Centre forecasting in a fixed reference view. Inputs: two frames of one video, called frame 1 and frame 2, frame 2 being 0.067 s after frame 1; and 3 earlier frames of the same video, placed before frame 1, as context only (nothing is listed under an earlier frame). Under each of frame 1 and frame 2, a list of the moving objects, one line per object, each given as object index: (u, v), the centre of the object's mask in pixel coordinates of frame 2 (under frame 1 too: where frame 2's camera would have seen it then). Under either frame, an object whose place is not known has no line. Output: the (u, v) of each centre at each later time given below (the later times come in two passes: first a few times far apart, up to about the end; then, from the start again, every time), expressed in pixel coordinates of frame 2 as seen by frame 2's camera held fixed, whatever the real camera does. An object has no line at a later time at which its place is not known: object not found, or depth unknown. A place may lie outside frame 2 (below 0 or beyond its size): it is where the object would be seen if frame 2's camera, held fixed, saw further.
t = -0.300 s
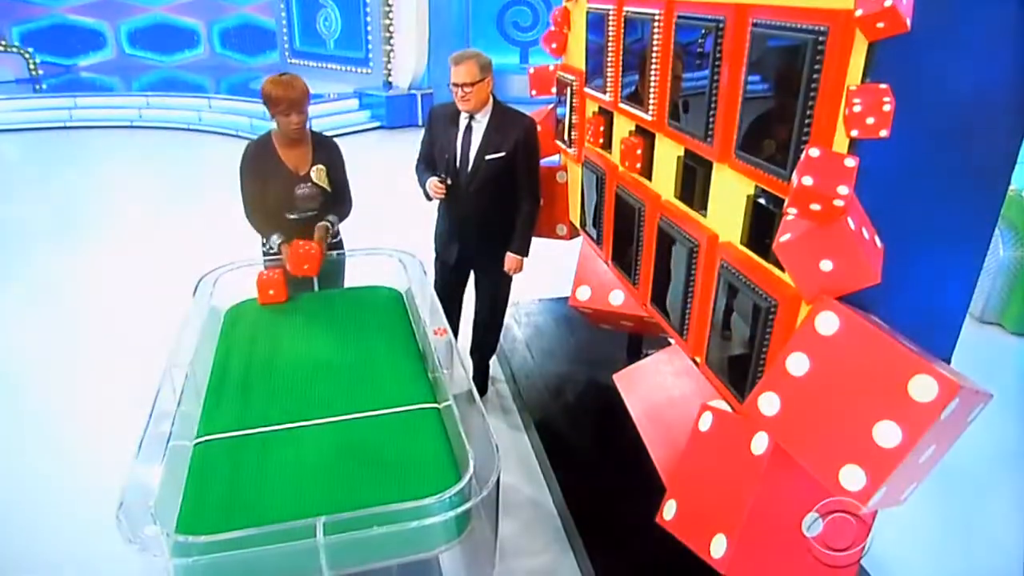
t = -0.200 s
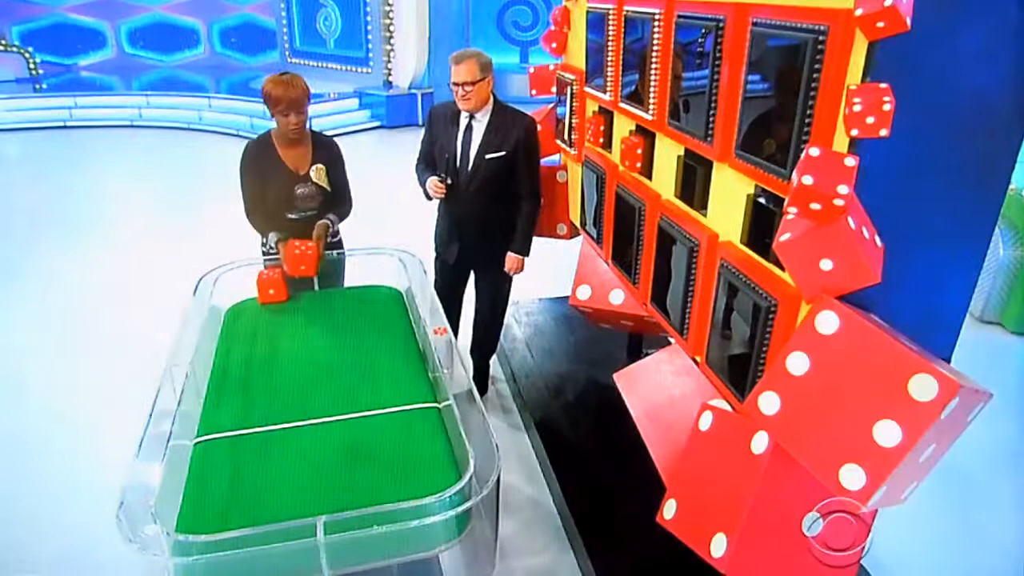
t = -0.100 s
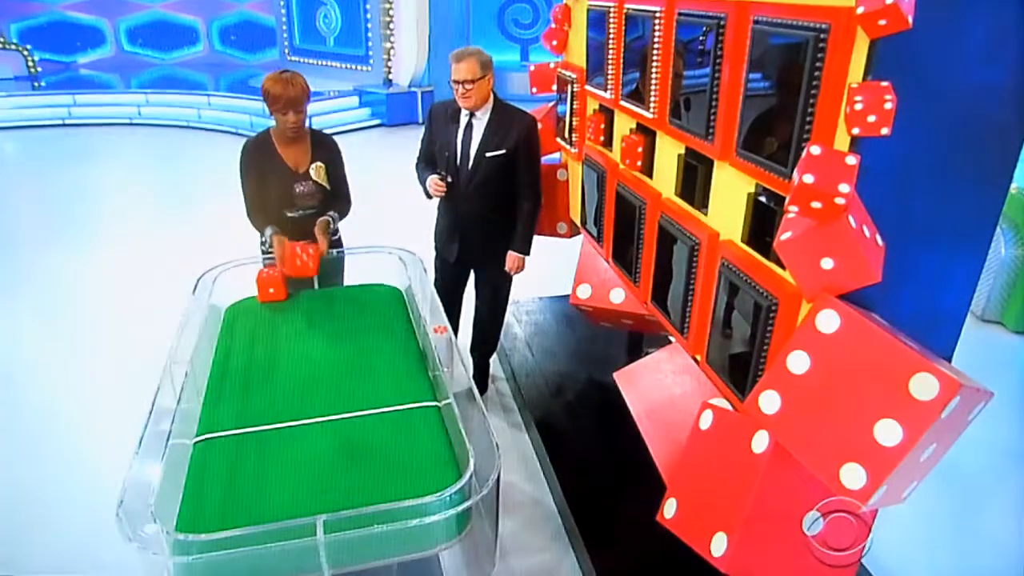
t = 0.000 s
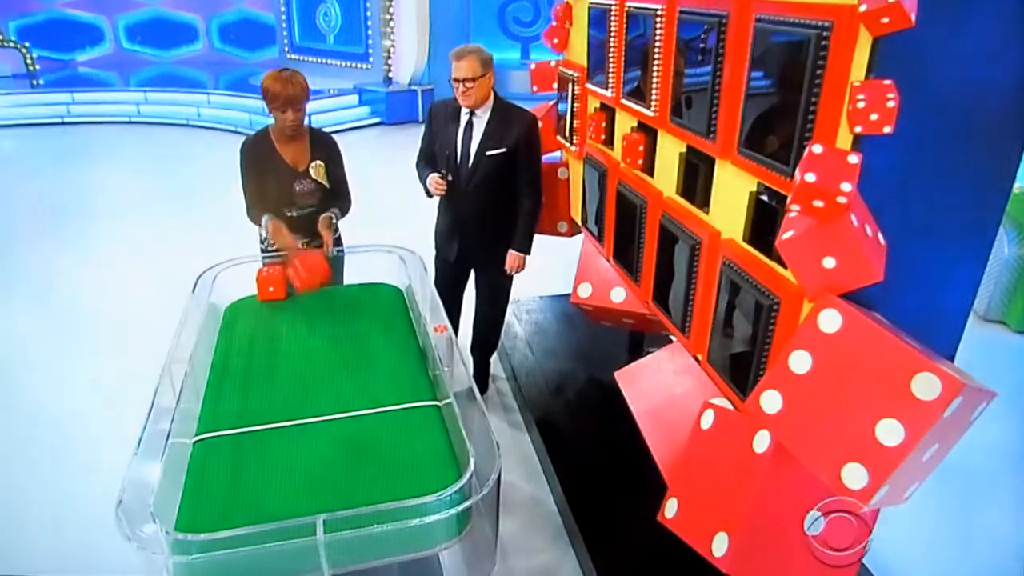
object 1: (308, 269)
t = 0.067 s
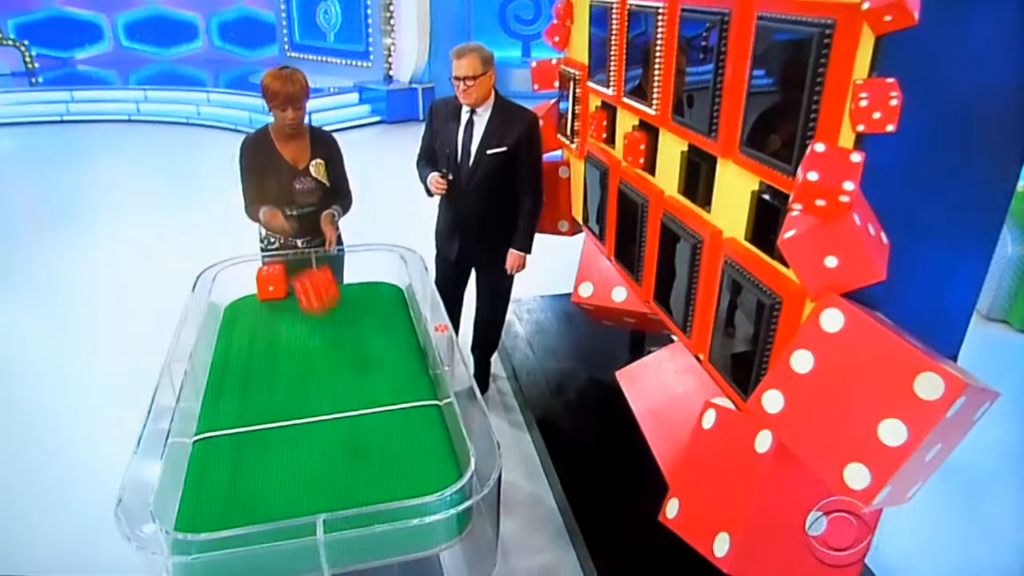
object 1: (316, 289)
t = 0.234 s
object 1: (338, 332)
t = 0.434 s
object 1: (370, 377)
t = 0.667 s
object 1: (397, 411)
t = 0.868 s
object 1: (434, 444)
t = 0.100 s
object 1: (320, 303)
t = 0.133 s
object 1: (325, 319)
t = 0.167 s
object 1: (330, 333)
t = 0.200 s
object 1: (334, 333)
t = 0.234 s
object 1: (338, 332)
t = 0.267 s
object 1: (342, 335)
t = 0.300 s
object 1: (348, 341)
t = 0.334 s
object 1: (354, 348)
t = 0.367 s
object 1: (361, 358)
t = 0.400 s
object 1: (367, 371)
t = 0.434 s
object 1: (370, 377)
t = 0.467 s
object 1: (373, 382)
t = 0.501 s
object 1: (377, 391)
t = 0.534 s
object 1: (381, 398)
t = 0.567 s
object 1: (384, 402)
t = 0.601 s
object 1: (388, 403)
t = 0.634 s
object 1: (393, 406)
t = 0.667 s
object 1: (397, 411)
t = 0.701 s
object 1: (401, 418)
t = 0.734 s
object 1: (407, 428)
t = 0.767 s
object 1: (414, 434)
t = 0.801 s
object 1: (422, 438)
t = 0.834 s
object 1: (429, 443)
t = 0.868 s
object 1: (434, 444)
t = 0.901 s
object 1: (437, 446)
